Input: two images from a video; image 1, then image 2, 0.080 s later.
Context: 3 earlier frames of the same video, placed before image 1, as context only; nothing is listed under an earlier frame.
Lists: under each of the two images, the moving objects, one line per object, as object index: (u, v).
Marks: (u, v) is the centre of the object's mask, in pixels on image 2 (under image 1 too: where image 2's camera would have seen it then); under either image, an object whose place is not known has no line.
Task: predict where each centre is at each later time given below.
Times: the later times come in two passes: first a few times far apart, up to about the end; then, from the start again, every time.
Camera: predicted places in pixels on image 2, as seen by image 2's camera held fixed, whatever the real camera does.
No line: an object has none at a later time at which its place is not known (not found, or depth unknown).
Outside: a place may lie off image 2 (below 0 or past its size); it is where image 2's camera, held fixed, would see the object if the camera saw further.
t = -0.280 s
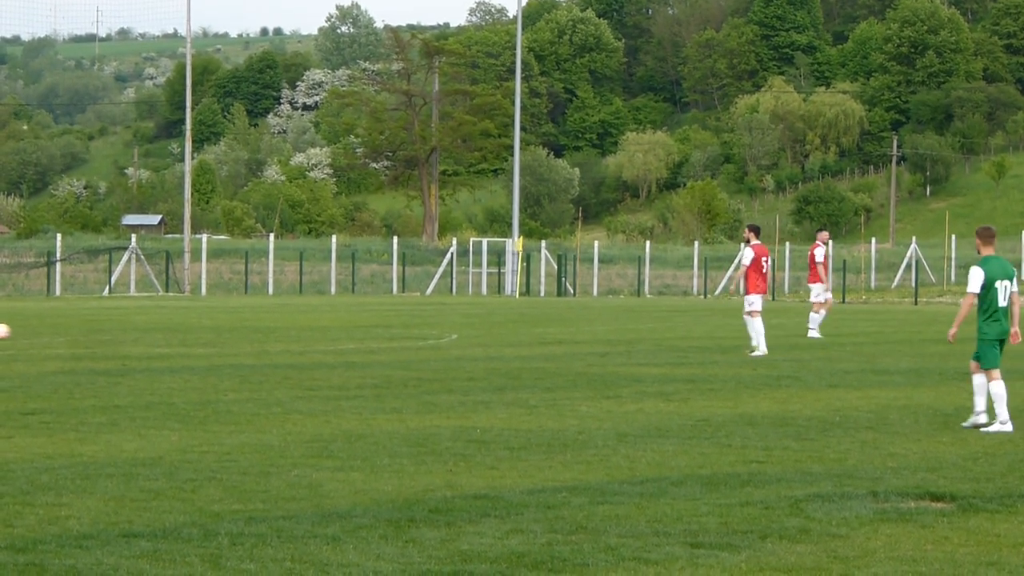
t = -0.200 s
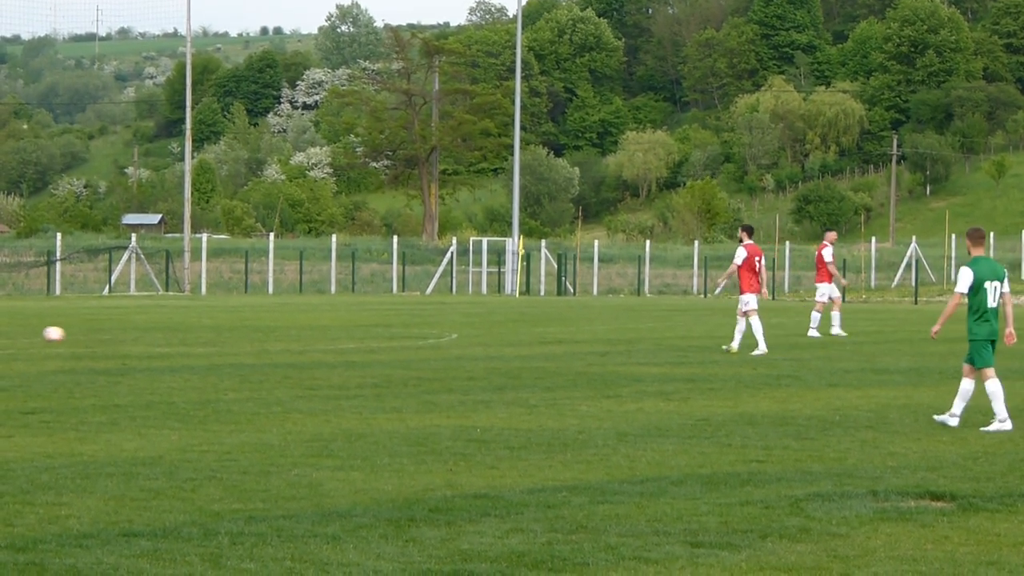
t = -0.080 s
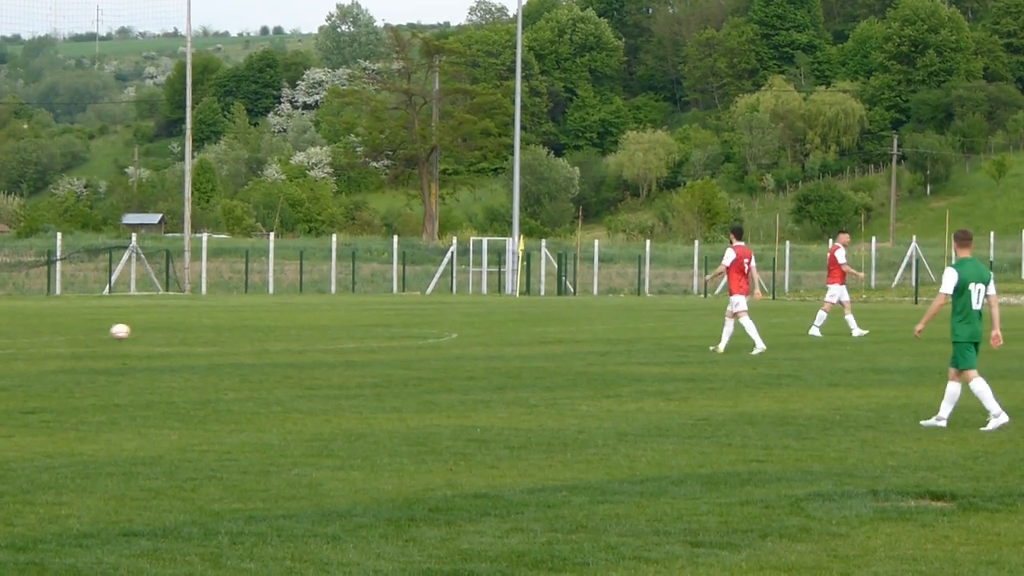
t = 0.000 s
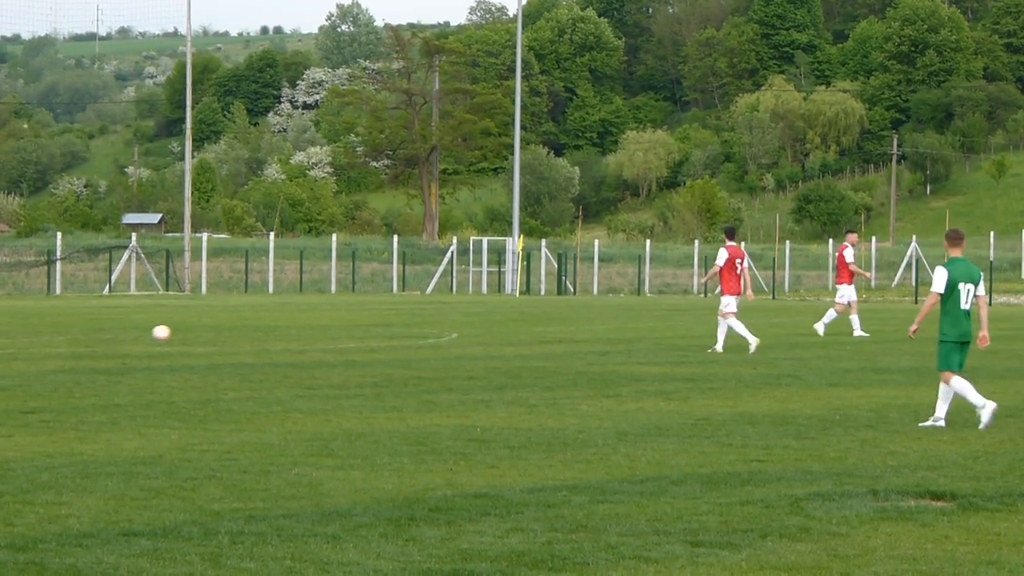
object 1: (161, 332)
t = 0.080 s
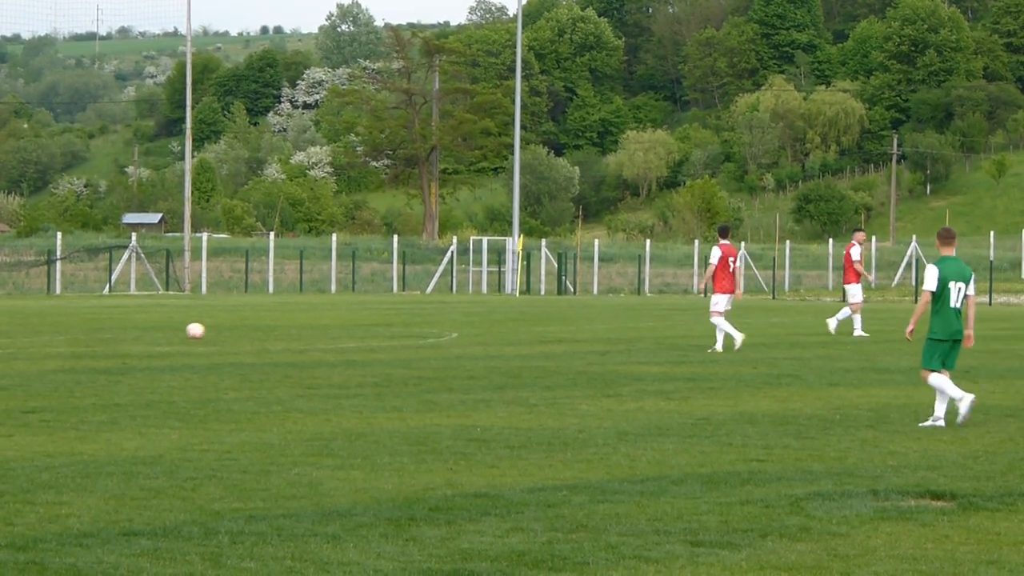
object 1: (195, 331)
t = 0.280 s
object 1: (274, 329)
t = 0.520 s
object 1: (361, 332)
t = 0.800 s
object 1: (455, 332)
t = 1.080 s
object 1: (540, 332)
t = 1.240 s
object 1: (586, 331)
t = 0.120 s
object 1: (212, 331)
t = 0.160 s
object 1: (229, 332)
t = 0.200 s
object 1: (244, 332)
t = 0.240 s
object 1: (259, 330)
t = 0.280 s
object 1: (274, 329)
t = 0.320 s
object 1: (289, 329)
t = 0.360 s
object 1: (304, 330)
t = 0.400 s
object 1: (318, 332)
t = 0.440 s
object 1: (332, 332)
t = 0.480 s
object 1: (347, 332)
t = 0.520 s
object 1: (361, 332)
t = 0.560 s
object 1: (375, 333)
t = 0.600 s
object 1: (388, 333)
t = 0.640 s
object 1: (402, 332)
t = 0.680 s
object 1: (415, 332)
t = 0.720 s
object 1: (429, 333)
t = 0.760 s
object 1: (442, 332)
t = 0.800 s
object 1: (455, 332)
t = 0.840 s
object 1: (468, 333)
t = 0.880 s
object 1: (480, 333)
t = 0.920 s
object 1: (492, 332)
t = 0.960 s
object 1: (505, 332)
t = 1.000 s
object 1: (516, 332)
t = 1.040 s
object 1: (528, 332)
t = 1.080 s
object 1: (540, 332)
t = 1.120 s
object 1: (552, 332)
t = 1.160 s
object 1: (564, 332)
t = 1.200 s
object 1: (575, 332)
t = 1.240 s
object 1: (586, 331)
